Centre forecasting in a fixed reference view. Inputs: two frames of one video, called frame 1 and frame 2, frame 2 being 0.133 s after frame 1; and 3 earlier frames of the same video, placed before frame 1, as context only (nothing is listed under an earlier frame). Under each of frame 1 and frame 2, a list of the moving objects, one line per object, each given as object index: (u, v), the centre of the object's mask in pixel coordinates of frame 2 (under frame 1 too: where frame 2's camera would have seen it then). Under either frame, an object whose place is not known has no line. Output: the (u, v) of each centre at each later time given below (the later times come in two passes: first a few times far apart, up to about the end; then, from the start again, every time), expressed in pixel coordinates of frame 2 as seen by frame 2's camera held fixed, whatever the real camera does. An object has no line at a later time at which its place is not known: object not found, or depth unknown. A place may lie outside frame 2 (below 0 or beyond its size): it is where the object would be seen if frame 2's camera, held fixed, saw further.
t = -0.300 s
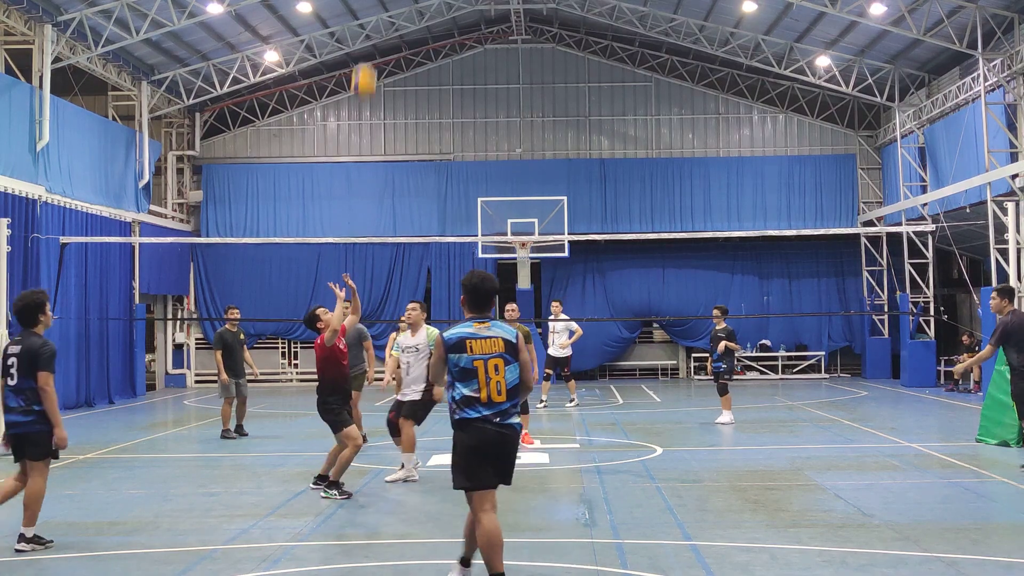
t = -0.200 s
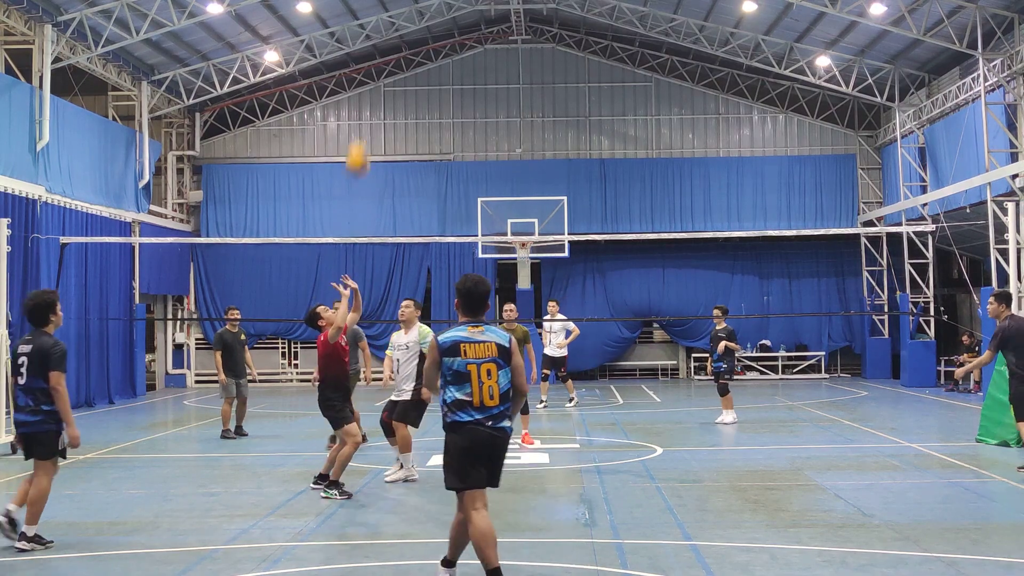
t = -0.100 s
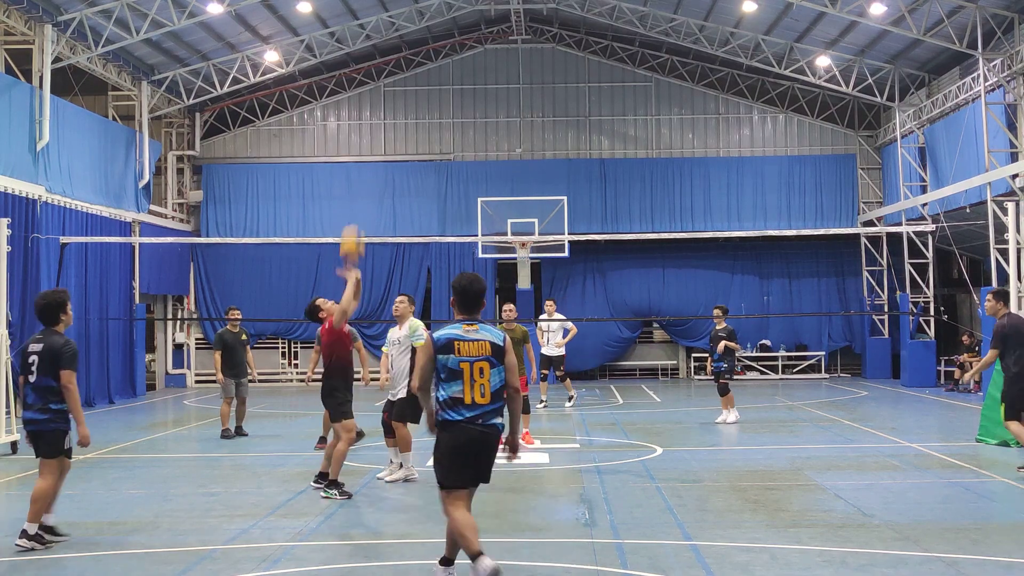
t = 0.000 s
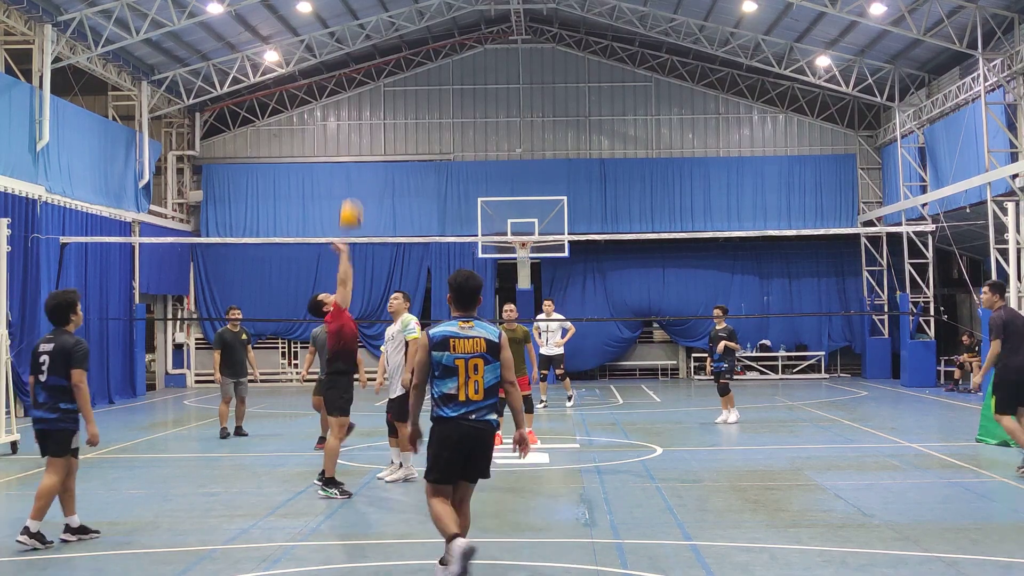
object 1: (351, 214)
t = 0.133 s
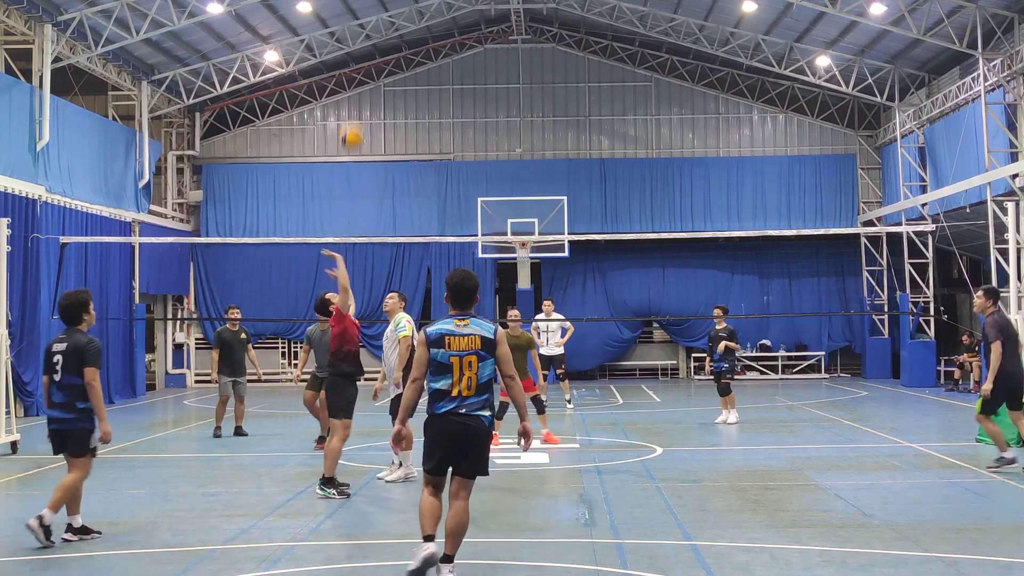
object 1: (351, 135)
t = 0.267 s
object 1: (353, 78)
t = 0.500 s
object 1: (356, 29)
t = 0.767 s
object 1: (359, 46)
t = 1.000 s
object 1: (363, 121)
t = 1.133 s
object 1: (366, 190)
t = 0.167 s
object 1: (352, 118)
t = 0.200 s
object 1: (352, 104)
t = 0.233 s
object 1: (353, 90)
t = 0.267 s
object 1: (353, 78)
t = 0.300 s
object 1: (353, 68)
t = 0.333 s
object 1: (354, 58)
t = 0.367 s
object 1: (354, 50)
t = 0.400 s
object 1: (355, 42)
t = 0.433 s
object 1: (355, 36)
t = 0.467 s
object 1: (355, 32)
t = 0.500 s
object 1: (356, 29)
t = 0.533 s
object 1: (356, 27)
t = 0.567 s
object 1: (356, 26)
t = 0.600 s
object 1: (357, 26)
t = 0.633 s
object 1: (357, 27)
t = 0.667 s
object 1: (358, 30)
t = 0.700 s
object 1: (358, 32)
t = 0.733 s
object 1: (359, 37)
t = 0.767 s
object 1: (359, 46)
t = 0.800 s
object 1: (360, 52)
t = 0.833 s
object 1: (361, 61)
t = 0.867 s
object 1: (361, 71)
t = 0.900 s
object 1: (362, 81)
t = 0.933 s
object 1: (362, 94)
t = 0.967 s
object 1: (363, 106)
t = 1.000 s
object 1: (363, 121)
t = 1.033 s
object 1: (364, 136)
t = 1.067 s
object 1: (364, 154)
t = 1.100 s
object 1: (366, 173)
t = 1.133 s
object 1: (366, 190)
